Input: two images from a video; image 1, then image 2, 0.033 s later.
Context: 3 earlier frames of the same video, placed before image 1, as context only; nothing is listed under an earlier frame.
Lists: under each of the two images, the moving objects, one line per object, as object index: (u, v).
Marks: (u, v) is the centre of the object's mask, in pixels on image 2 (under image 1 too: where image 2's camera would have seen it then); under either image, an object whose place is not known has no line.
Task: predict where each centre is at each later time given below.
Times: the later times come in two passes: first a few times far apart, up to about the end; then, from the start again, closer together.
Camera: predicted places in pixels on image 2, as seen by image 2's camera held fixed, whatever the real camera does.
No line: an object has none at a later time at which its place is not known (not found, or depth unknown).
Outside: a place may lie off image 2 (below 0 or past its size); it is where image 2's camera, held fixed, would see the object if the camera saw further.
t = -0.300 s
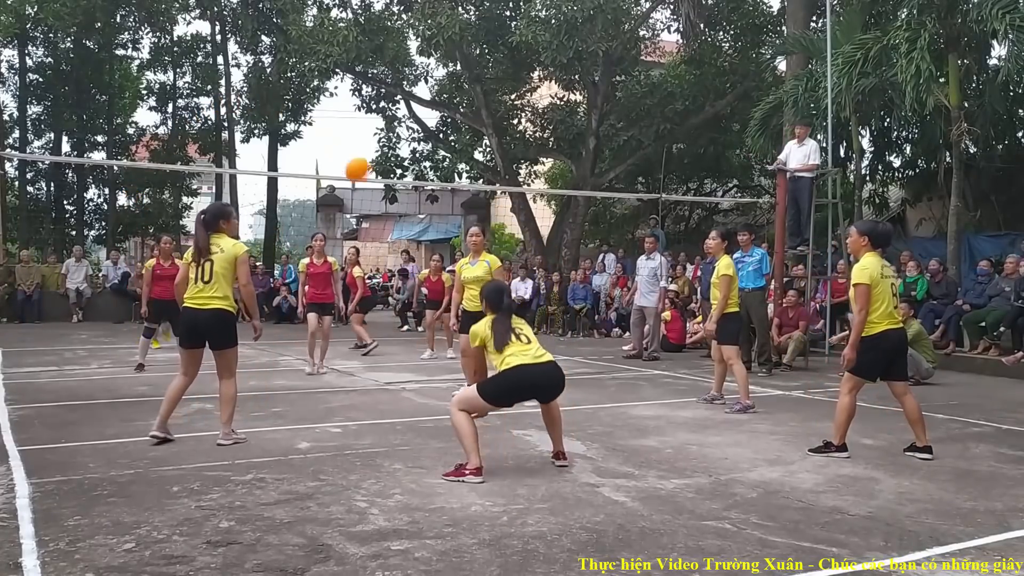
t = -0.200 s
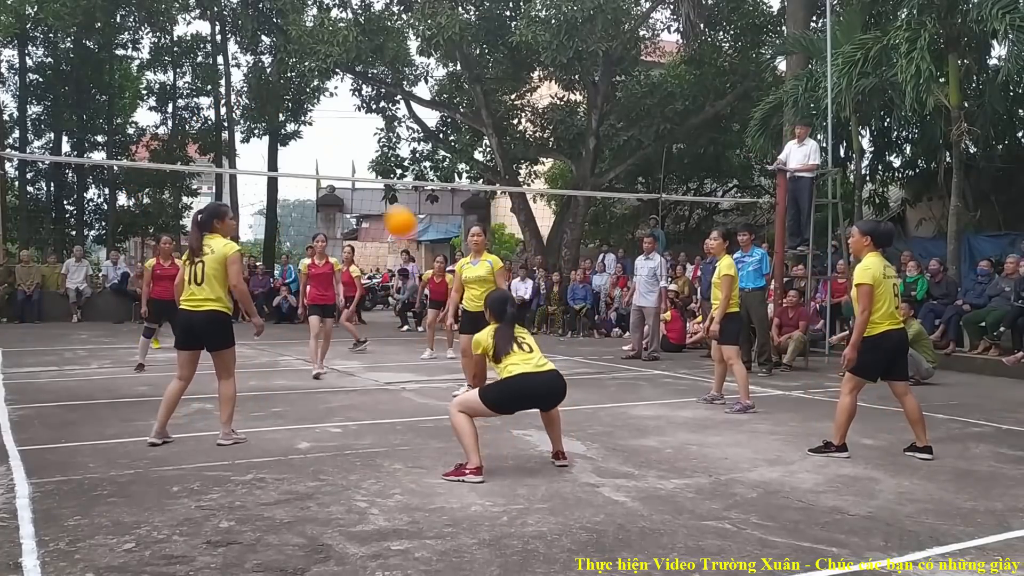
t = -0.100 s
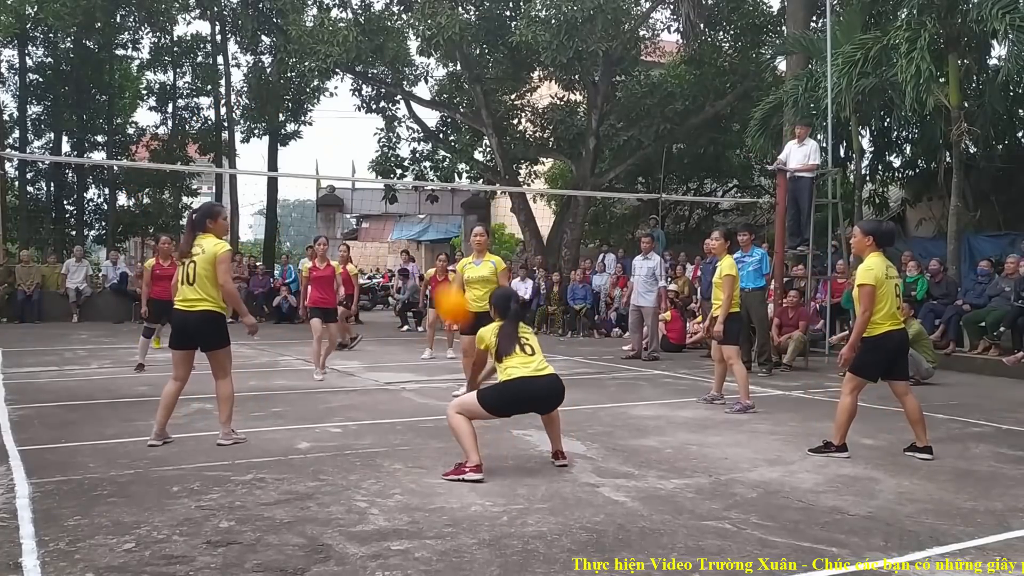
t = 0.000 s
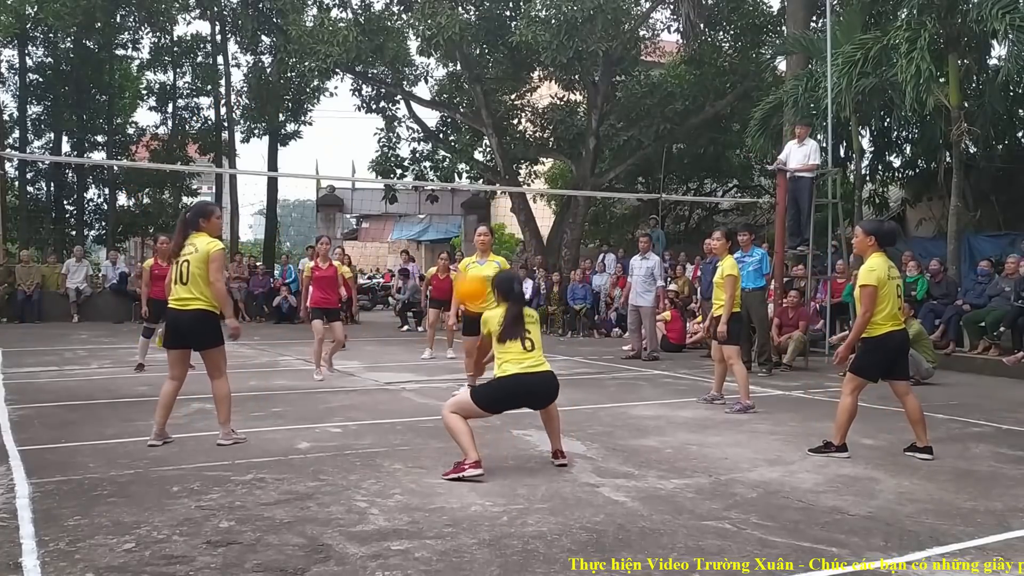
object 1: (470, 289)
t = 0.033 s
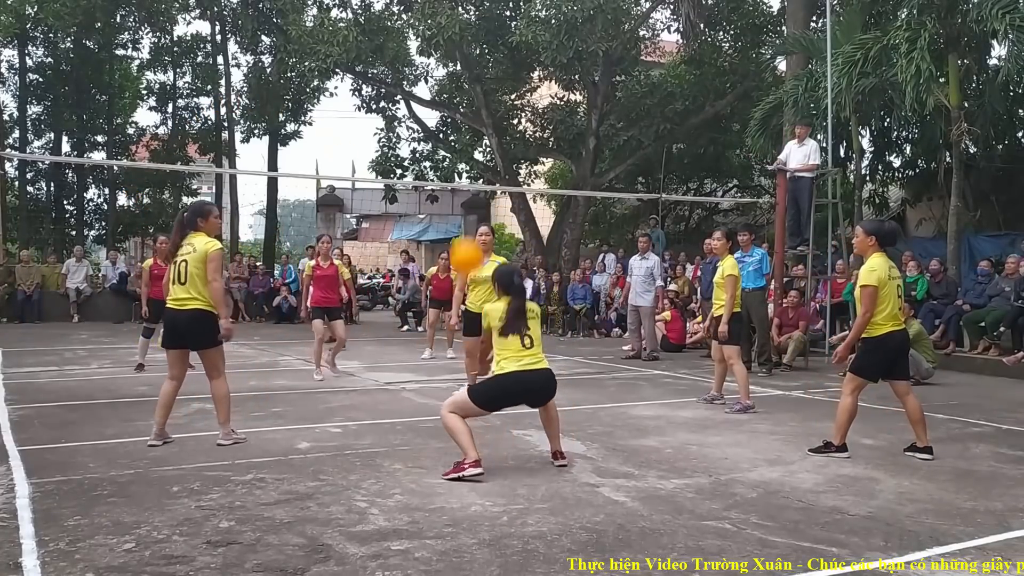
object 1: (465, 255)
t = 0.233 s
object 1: (444, 111)
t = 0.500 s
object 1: (413, 25)
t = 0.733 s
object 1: (389, 29)
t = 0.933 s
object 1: (370, 81)
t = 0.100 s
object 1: (459, 202)
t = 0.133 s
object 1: (454, 173)
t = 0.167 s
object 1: (450, 152)
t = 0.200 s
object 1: (448, 132)
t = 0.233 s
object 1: (444, 111)
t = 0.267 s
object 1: (440, 96)
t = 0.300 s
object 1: (436, 80)
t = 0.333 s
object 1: (431, 64)
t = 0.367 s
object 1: (428, 54)
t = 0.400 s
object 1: (424, 44)
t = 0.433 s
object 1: (420, 36)
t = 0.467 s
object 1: (417, 29)
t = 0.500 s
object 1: (413, 25)
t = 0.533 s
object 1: (409, 21)
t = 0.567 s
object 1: (406, 19)
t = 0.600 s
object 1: (402, 19)
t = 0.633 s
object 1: (399, 19)
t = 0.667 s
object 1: (395, 21)
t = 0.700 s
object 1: (392, 25)
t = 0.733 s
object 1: (389, 29)
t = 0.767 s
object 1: (386, 35)
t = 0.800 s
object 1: (382, 42)
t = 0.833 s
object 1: (379, 50)
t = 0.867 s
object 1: (376, 59)
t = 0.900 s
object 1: (373, 70)
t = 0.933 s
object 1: (370, 81)
